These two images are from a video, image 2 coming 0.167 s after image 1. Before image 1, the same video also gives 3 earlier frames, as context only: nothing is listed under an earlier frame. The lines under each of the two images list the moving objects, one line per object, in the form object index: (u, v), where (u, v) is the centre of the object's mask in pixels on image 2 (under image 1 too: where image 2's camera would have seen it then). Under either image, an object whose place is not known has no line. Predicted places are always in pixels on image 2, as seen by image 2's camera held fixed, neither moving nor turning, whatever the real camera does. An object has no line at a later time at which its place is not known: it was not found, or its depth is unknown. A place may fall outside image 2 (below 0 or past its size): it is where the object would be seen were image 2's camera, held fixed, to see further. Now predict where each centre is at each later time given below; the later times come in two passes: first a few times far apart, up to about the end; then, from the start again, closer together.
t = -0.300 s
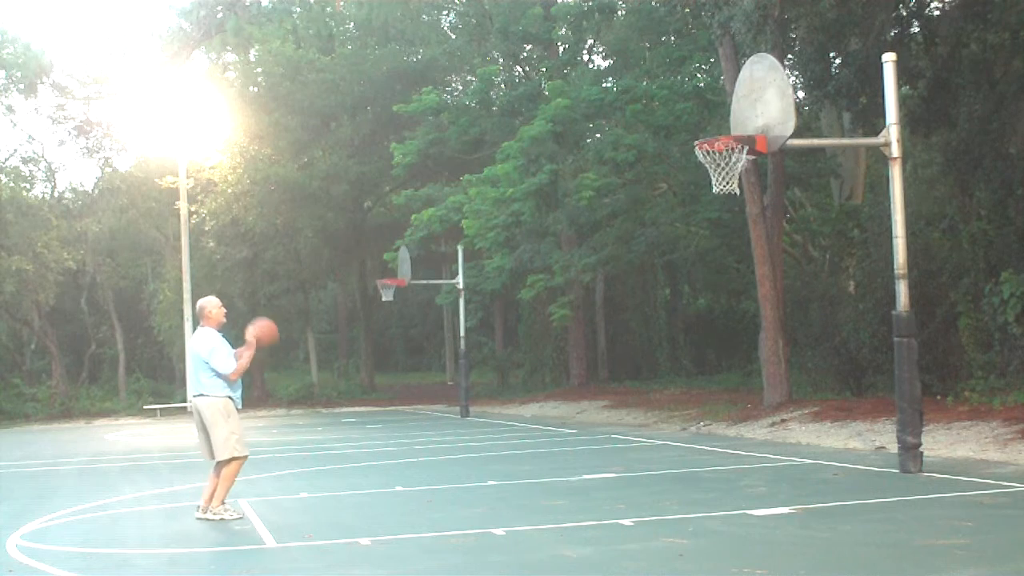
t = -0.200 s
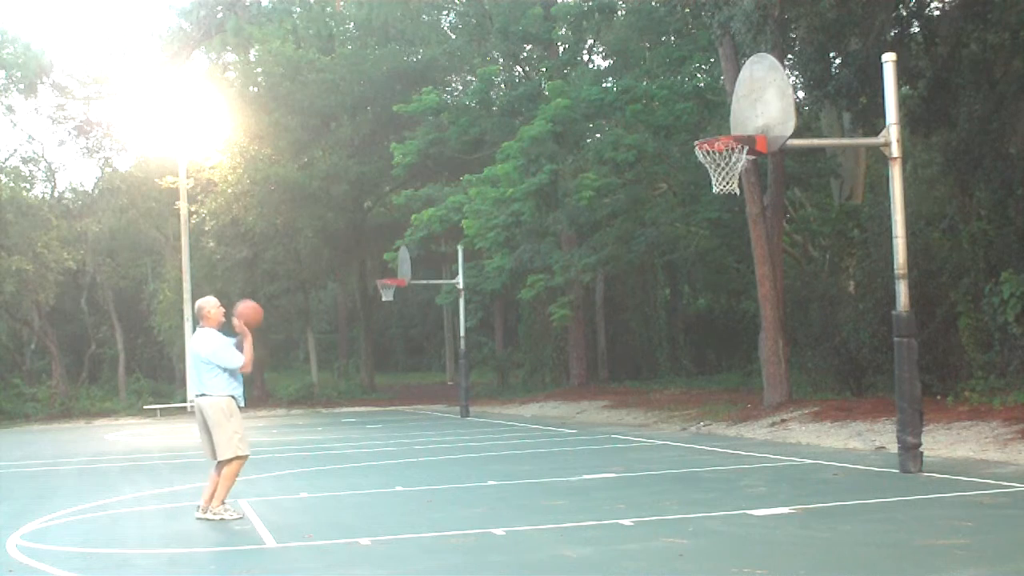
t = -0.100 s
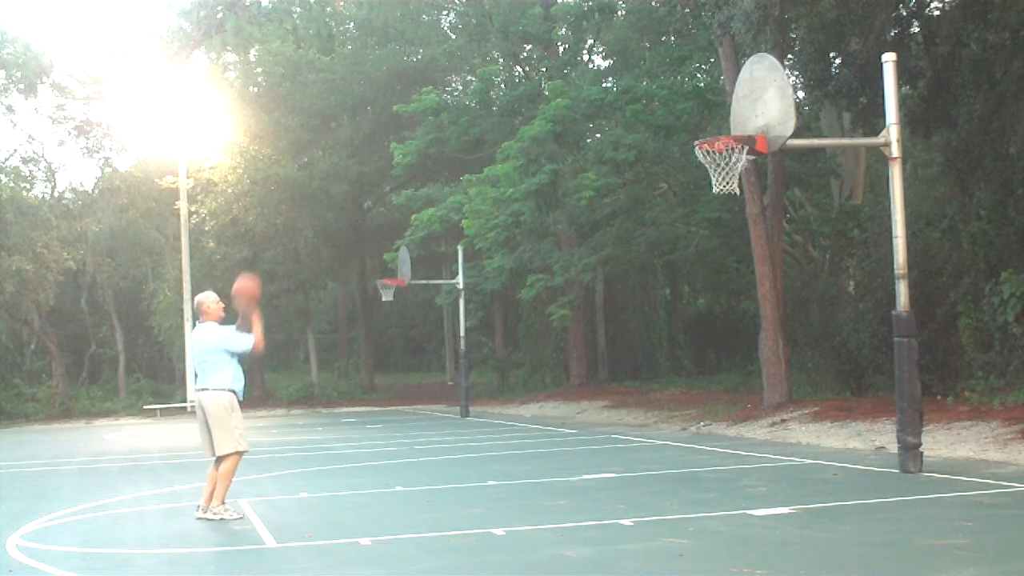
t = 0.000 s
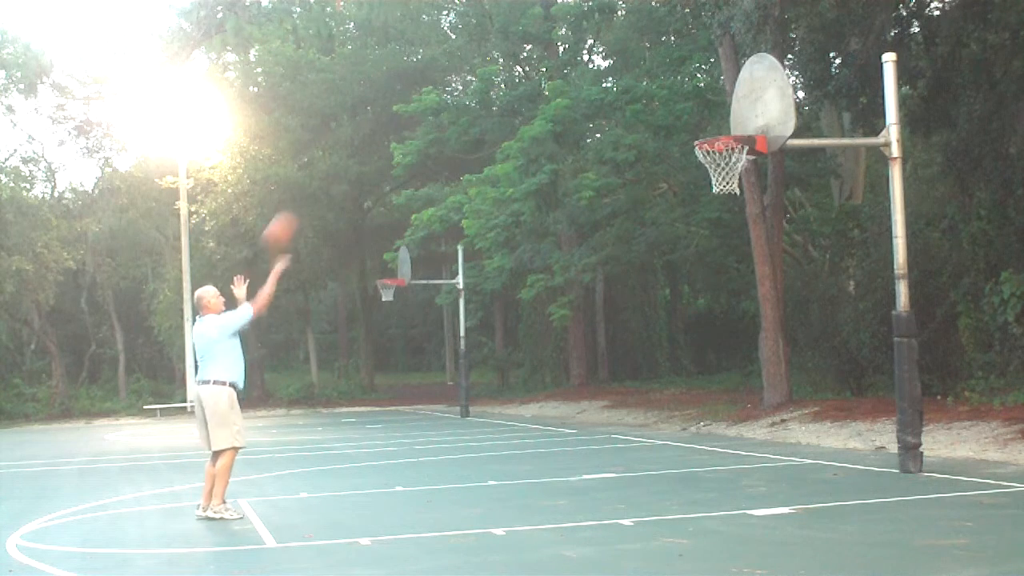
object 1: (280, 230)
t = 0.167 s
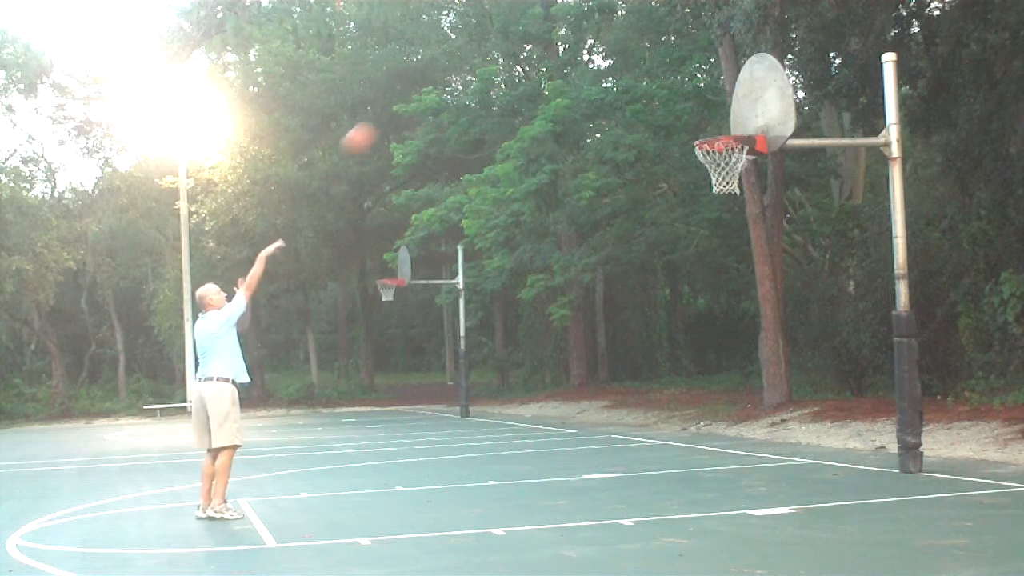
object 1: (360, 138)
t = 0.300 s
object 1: (420, 90)
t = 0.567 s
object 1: (543, 51)
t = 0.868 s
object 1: (677, 103)
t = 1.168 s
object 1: (739, 109)
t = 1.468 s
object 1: (688, 119)
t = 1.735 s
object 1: (645, 212)
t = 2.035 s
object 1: (601, 414)
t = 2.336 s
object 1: (576, 357)
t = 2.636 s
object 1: (560, 285)
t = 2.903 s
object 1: (549, 300)
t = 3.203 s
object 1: (542, 410)
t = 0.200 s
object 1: (375, 125)
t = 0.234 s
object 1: (390, 112)
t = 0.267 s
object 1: (404, 100)
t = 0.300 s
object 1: (420, 90)
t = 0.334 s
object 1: (435, 80)
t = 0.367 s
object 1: (451, 73)
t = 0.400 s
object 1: (467, 66)
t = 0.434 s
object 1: (481, 61)
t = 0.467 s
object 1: (496, 57)
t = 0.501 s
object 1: (512, 53)
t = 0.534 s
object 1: (527, 52)
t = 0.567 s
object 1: (543, 51)
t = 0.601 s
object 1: (556, 52)
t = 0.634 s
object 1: (572, 54)
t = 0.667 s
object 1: (586, 57)
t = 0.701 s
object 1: (605, 63)
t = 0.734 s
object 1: (620, 69)
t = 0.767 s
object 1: (632, 74)
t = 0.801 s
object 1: (647, 82)
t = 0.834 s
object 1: (662, 92)
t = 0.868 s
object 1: (677, 103)
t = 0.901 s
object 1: (692, 116)
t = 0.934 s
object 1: (707, 126)
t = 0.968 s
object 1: (715, 125)
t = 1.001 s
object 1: (723, 123)
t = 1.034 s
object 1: (731, 124)
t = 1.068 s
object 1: (740, 125)
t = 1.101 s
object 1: (745, 120)
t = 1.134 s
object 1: (746, 115)
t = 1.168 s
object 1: (739, 109)
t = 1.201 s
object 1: (733, 105)
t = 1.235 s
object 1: (727, 102)
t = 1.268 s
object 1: (721, 102)
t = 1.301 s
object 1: (716, 101)
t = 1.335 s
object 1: (711, 102)
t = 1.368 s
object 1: (705, 104)
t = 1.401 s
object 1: (699, 108)
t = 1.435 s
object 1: (693, 113)
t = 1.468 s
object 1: (688, 119)
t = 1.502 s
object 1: (683, 126)
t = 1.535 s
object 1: (677, 135)
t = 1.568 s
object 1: (672, 144)
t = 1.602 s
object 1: (666, 155)
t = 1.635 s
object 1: (661, 167)
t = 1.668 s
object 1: (655, 181)
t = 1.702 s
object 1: (651, 196)
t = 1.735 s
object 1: (645, 212)
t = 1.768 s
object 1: (640, 230)
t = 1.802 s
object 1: (635, 248)
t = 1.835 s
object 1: (630, 268)
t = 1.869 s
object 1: (625, 289)
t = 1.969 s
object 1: (611, 362)
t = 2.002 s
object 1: (606, 385)
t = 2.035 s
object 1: (601, 414)
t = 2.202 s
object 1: (584, 421)
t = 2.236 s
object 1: (582, 401)
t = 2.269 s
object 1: (579, 385)
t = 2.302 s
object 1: (578, 371)
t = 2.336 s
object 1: (576, 357)
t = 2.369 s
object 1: (574, 344)
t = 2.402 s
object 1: (572, 333)
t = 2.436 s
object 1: (570, 322)
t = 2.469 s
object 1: (568, 313)
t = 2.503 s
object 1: (567, 305)
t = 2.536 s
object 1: (565, 297)
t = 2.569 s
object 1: (563, 293)
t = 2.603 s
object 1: (562, 288)
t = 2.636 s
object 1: (560, 285)
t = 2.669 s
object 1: (558, 282)
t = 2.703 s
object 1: (557, 282)
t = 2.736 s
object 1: (556, 282)
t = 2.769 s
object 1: (554, 283)
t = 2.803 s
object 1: (553, 285)
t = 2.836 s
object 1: (551, 288)
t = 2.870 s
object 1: (550, 294)
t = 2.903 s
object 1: (549, 300)
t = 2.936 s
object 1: (548, 308)
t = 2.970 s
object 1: (547, 316)
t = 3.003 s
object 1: (546, 326)
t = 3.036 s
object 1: (545, 337)
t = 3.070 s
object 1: (544, 350)
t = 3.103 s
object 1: (543, 364)
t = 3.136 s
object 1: (543, 379)
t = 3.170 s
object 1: (542, 393)
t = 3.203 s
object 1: (542, 410)
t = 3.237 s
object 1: (539, 432)
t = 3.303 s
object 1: (539, 473)
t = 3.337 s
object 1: (538, 470)
